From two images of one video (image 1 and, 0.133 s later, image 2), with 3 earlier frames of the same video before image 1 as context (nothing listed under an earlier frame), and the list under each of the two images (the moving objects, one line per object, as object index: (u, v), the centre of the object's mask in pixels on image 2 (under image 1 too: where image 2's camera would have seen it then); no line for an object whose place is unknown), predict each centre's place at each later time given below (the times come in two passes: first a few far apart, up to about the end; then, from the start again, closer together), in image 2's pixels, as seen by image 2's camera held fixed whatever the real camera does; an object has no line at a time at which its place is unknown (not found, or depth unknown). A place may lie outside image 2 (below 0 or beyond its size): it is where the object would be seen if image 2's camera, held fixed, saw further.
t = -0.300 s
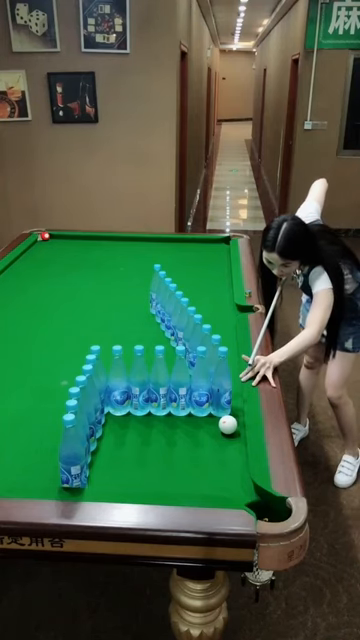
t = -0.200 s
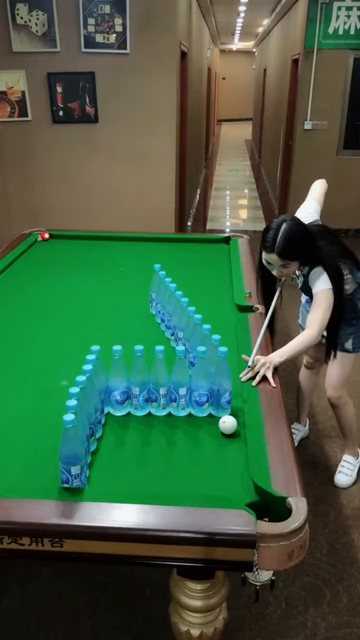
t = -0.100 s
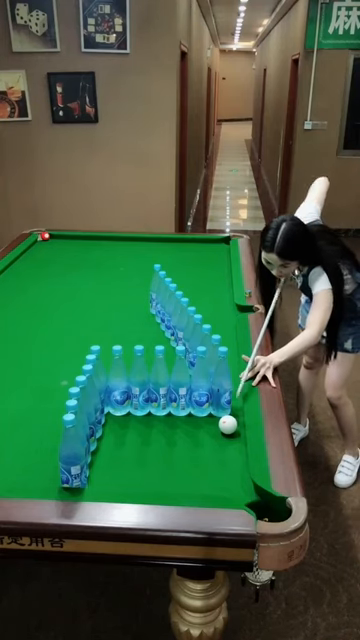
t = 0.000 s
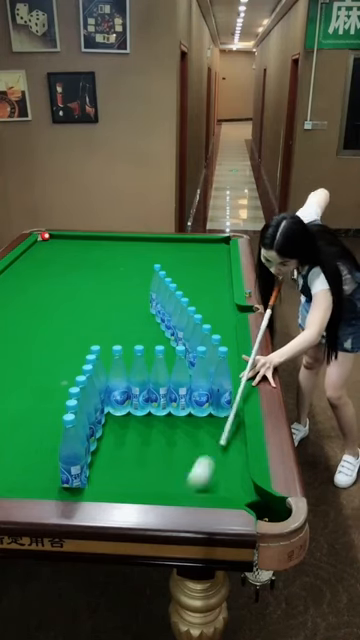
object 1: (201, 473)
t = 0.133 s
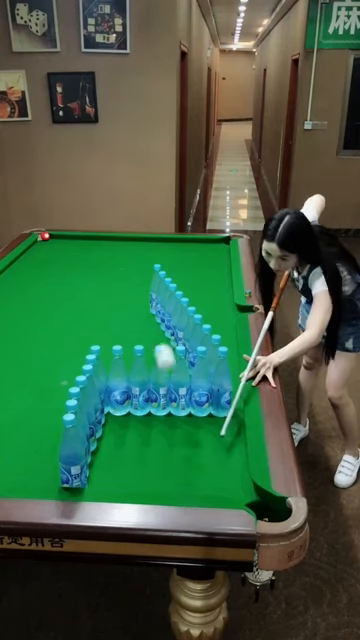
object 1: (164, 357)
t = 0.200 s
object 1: (151, 315)
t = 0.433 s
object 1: (119, 290)
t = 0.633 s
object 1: (99, 274)
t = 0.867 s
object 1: (81, 262)
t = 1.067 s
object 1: (65, 248)
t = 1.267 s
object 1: (51, 237)
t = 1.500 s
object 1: (54, 238)
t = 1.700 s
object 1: (54, 239)
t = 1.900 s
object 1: (54, 241)
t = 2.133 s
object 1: (54, 243)
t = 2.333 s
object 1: (54, 244)
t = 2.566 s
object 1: (55, 246)
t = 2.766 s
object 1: (55, 247)
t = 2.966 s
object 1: (55, 247)
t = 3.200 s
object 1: (55, 248)
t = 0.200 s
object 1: (151, 315)
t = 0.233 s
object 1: (145, 302)
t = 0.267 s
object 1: (140, 292)
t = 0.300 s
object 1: (135, 285)
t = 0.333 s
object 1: (130, 283)
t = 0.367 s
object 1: (126, 283)
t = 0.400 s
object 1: (123, 285)
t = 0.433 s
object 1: (119, 290)
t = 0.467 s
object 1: (116, 297)
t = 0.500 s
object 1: (113, 306)
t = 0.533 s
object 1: (110, 306)
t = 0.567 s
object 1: (106, 292)
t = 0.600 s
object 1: (103, 282)
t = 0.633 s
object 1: (99, 274)
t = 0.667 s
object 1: (96, 268)
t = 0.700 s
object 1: (93, 265)
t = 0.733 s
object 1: (91, 264)
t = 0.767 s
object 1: (89, 265)
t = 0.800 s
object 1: (86, 267)
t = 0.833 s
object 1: (83, 267)
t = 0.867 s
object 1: (81, 262)
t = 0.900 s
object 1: (78, 257)
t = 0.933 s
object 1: (75, 255)
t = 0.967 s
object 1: (73, 255)
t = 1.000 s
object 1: (70, 253)
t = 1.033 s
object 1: (68, 250)
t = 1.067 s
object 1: (65, 248)
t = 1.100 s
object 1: (63, 246)
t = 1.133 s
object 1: (60, 244)
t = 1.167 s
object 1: (57, 242)
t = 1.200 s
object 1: (55, 240)
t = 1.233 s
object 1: (52, 238)
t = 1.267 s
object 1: (51, 237)
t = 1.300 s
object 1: (52, 237)
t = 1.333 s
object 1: (53, 237)
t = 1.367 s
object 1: (54, 236)
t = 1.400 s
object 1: (54, 236)
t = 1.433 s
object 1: (54, 237)
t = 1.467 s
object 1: (54, 237)
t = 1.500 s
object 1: (54, 238)
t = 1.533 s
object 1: (54, 238)
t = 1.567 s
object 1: (54, 238)
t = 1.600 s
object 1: (54, 238)
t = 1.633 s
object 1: (54, 239)
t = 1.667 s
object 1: (54, 239)
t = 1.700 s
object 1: (54, 239)
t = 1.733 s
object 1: (54, 239)
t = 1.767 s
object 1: (54, 240)
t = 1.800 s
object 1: (54, 240)
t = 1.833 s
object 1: (54, 240)
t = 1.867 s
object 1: (54, 241)
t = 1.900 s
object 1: (54, 241)
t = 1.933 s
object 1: (54, 241)
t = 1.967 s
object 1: (54, 241)
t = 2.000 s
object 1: (54, 242)
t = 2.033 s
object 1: (54, 242)
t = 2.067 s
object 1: (54, 242)
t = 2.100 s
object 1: (54, 243)
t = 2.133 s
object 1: (54, 243)
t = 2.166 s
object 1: (54, 243)
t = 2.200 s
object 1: (54, 243)
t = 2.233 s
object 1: (54, 243)
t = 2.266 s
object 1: (54, 244)
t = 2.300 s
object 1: (54, 244)
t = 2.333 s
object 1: (54, 244)
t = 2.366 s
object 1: (54, 244)
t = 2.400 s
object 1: (54, 244)
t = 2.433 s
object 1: (55, 245)
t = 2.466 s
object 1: (55, 245)
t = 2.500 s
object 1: (55, 245)
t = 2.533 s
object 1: (55, 245)
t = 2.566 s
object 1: (55, 246)
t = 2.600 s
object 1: (55, 246)
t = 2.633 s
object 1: (55, 246)
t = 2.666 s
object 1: (55, 246)
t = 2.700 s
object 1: (55, 246)
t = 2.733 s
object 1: (55, 247)
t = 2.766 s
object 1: (55, 247)
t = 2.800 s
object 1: (55, 247)
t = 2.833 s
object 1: (55, 247)
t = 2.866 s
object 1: (55, 247)
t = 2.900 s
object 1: (55, 247)
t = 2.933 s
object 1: (55, 247)
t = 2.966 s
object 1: (55, 247)
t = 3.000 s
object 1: (55, 247)
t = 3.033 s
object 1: (55, 248)
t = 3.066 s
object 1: (55, 248)
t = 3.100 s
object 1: (55, 248)
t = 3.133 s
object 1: (55, 248)
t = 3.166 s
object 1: (55, 248)
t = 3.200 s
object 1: (55, 248)
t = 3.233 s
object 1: (55, 248)
